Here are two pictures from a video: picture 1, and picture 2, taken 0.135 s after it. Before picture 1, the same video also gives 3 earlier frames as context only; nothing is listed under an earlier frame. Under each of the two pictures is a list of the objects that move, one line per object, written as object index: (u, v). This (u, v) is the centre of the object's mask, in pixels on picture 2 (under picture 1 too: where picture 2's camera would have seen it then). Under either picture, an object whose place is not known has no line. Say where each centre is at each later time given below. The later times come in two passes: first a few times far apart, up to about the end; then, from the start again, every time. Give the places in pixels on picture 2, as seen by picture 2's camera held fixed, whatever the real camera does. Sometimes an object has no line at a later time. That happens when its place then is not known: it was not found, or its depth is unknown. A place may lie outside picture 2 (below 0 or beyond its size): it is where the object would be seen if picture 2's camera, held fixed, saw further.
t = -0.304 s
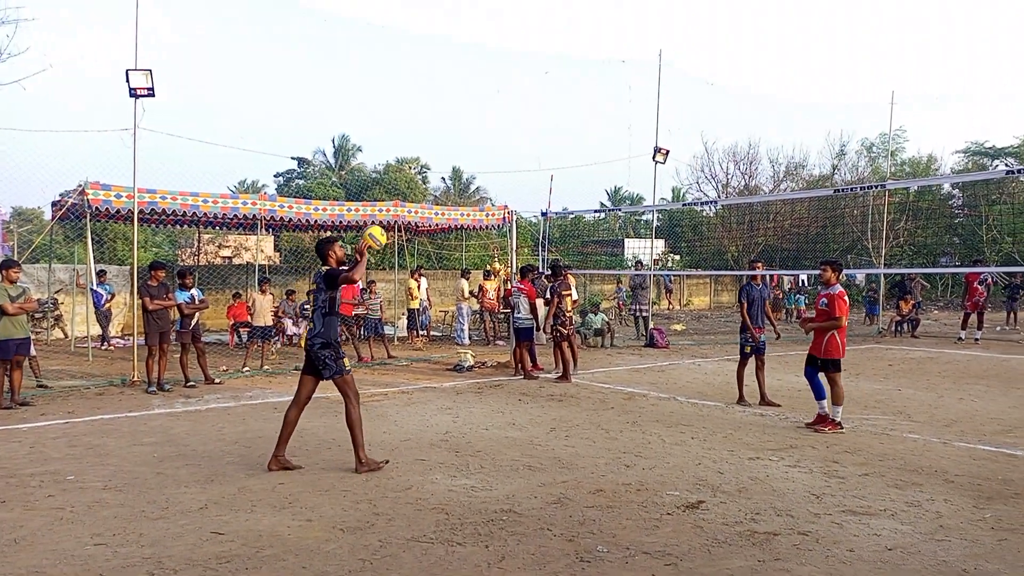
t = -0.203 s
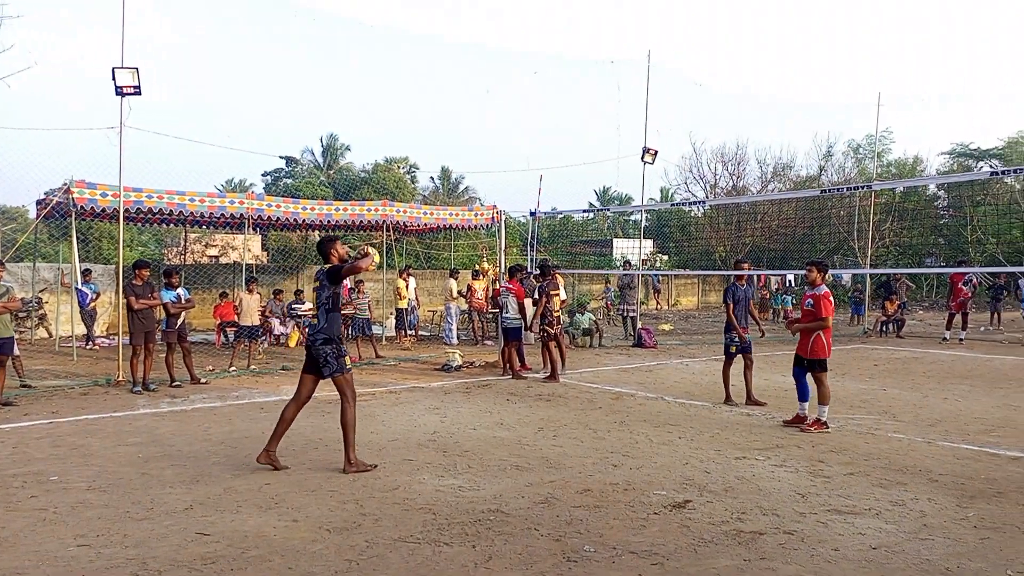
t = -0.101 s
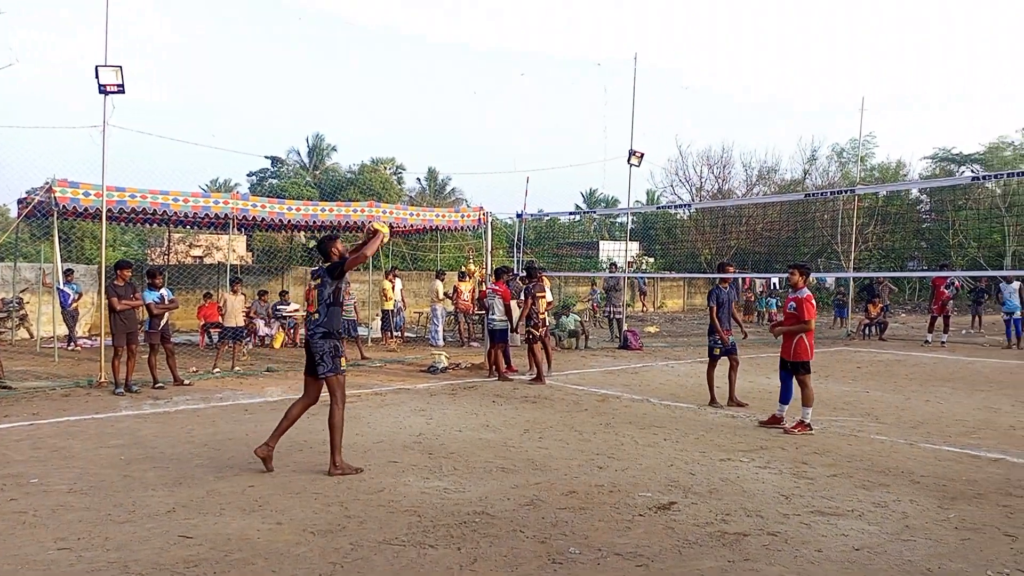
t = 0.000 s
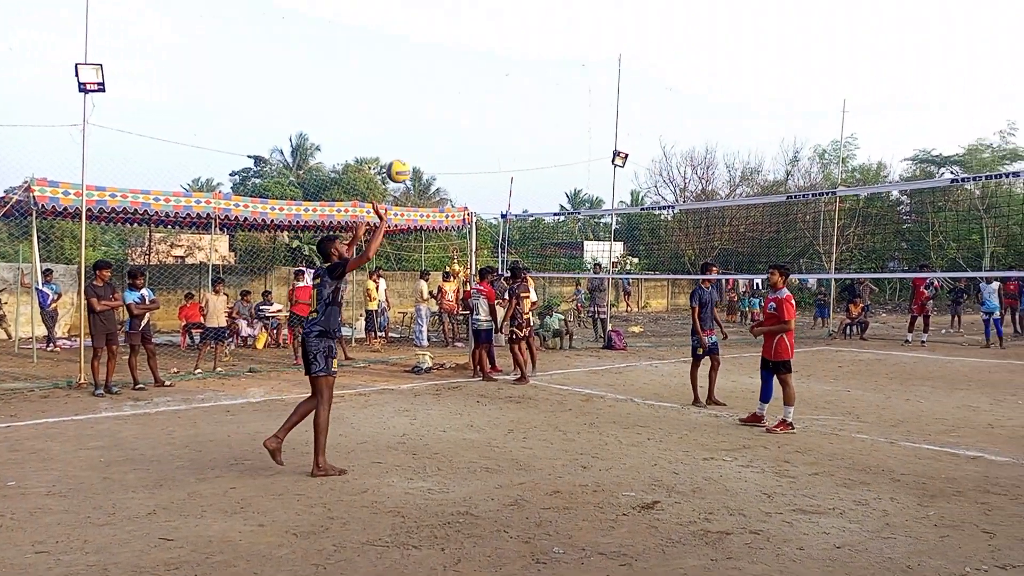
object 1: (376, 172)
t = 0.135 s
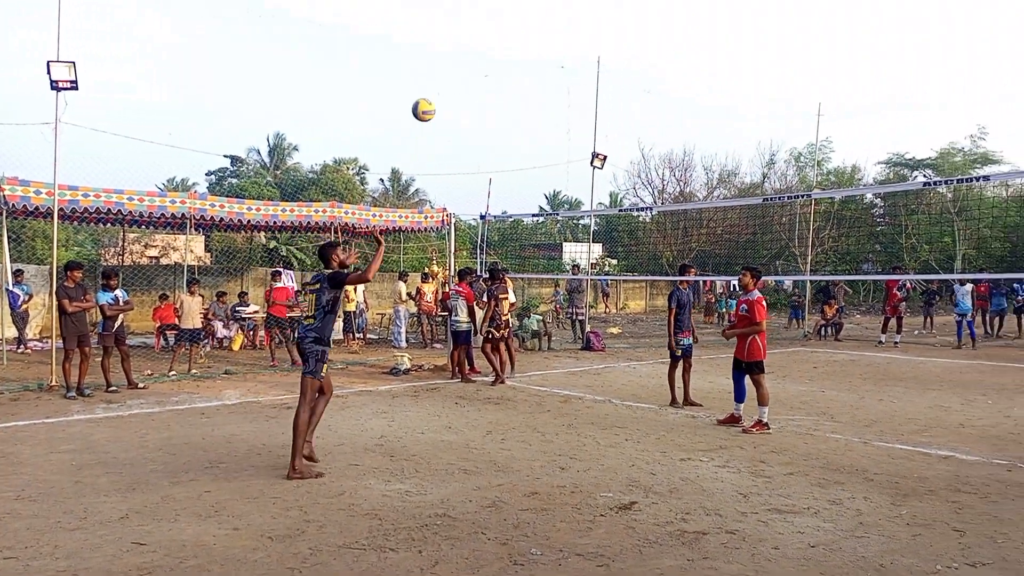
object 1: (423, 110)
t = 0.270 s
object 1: (468, 70)
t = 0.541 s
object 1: (548, 55)
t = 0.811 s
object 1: (618, 112)
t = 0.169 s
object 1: (435, 98)
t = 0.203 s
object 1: (446, 87)
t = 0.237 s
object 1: (457, 78)
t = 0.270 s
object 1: (468, 70)
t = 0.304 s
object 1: (478, 64)
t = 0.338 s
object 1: (489, 59)
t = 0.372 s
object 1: (499, 55)
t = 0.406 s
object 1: (510, 52)
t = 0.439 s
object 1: (519, 51)
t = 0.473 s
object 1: (529, 51)
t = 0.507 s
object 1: (539, 52)
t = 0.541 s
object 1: (548, 55)
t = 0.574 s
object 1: (557, 58)
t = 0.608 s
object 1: (567, 63)
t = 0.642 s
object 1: (576, 68)
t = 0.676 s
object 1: (584, 75)
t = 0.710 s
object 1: (593, 82)
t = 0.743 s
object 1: (602, 91)
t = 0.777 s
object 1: (611, 101)
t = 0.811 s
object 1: (618, 112)
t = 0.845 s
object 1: (627, 123)
